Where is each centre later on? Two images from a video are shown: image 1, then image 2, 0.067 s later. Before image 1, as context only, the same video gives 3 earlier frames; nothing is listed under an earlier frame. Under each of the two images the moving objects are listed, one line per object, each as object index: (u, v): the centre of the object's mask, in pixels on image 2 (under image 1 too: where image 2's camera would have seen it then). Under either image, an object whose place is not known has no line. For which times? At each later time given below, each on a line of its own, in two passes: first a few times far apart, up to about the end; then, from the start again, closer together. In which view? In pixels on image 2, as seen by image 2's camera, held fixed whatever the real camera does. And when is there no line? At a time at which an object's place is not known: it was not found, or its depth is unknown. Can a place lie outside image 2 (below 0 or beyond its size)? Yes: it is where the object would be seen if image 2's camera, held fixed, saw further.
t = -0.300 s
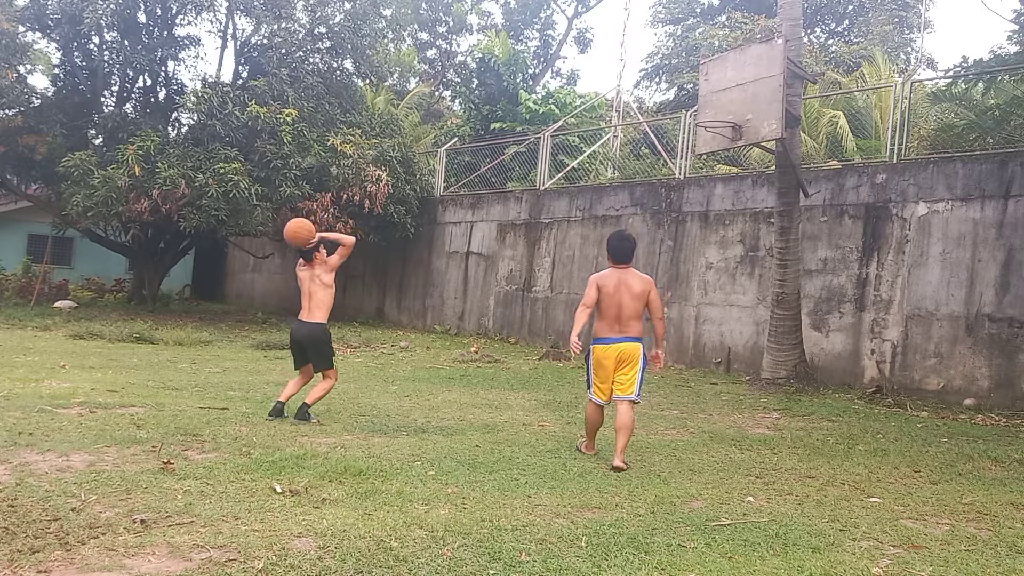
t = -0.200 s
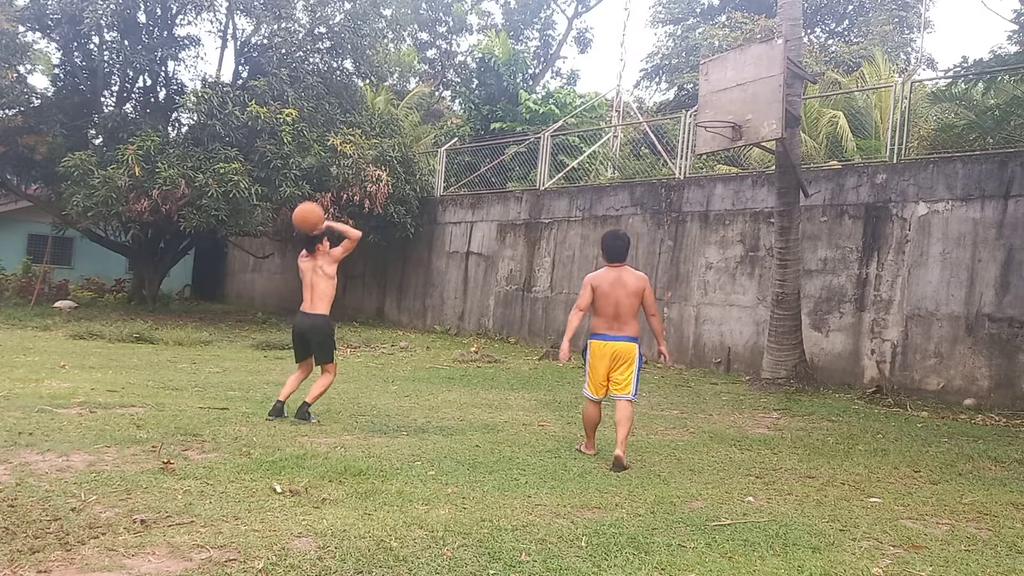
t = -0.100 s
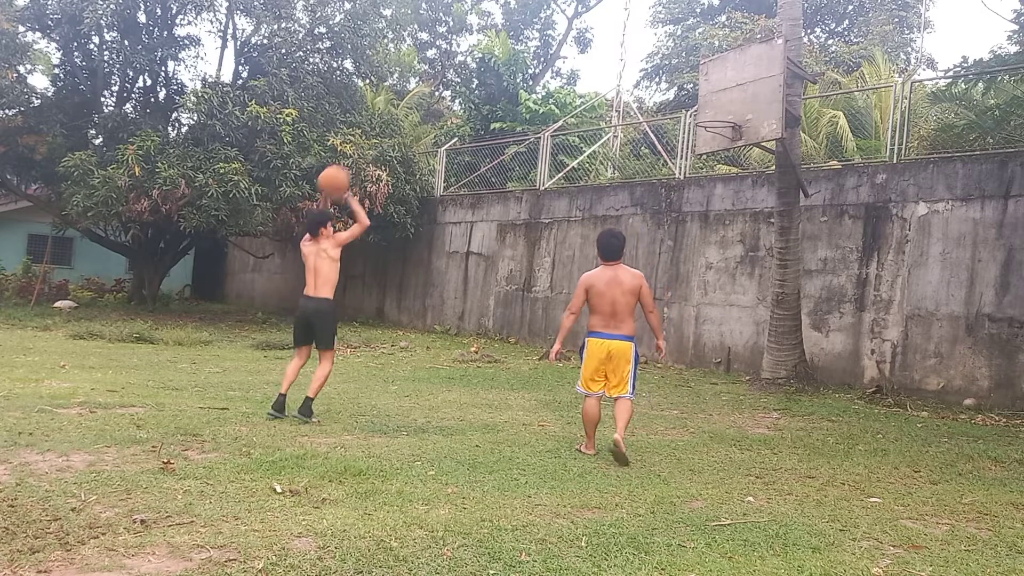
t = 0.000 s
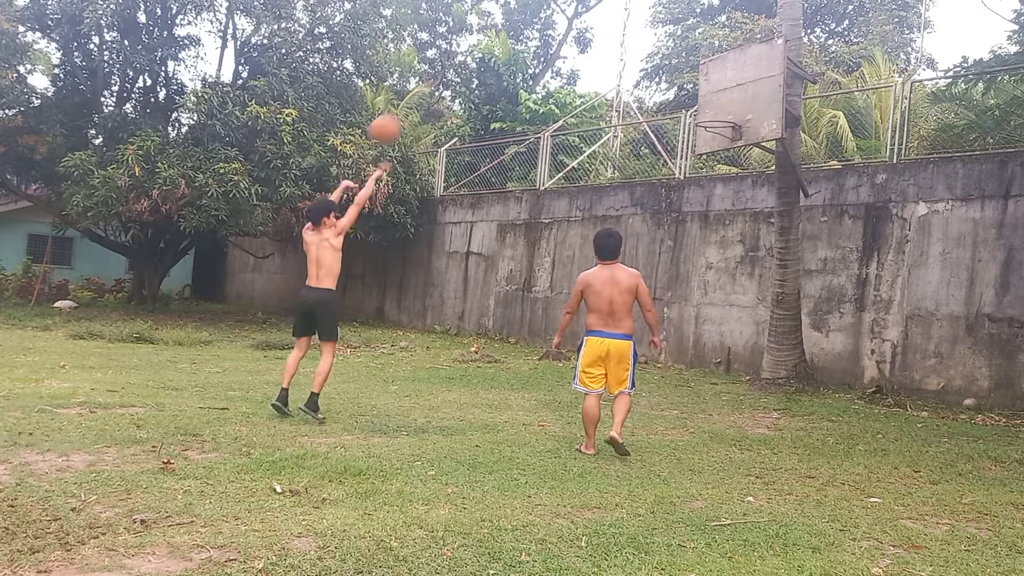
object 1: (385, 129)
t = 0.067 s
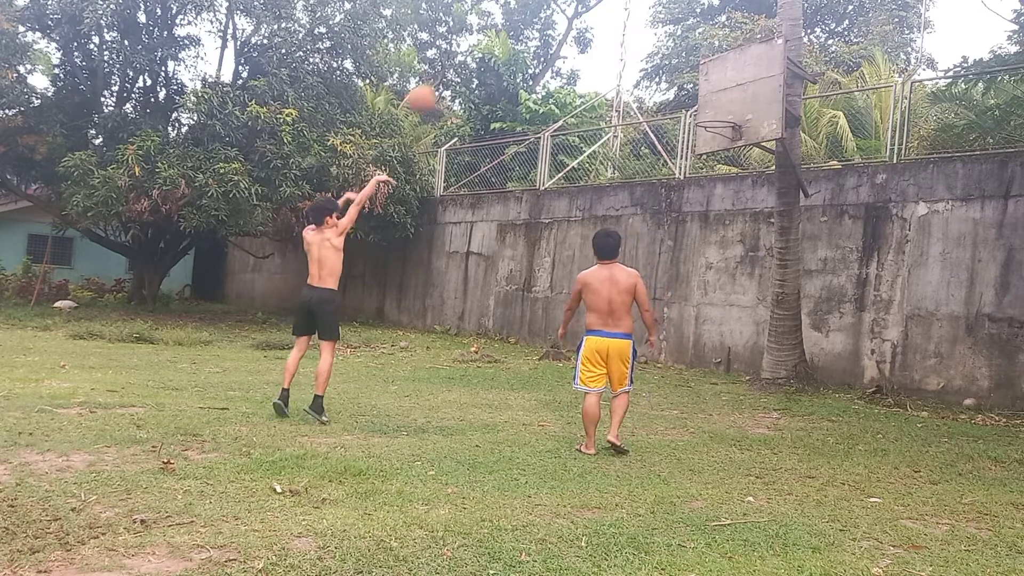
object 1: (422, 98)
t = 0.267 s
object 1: (516, 49)
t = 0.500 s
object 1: (608, 50)
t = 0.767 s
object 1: (690, 108)
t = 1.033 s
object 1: (638, 91)
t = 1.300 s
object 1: (573, 130)
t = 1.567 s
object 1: (500, 239)
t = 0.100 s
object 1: (439, 87)
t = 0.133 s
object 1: (455, 77)
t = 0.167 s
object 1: (472, 67)
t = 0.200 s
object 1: (488, 61)
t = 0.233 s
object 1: (503, 54)
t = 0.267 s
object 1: (516, 49)
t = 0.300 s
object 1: (532, 46)
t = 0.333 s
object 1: (546, 43)
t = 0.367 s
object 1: (558, 43)
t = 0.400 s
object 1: (572, 43)
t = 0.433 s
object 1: (584, 44)
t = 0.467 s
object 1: (595, 46)
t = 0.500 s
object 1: (608, 50)
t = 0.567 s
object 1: (630, 59)
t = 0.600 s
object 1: (642, 66)
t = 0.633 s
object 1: (653, 72)
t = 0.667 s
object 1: (662, 79)
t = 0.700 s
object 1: (673, 89)
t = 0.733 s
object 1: (683, 99)
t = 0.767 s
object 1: (690, 108)
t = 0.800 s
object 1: (690, 110)
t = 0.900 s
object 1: (670, 95)
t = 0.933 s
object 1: (661, 93)
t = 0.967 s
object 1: (654, 91)
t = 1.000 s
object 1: (646, 90)
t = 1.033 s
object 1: (638, 91)
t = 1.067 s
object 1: (631, 93)
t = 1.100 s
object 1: (622, 95)
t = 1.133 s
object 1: (614, 99)
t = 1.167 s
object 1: (606, 103)
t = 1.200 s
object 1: (598, 108)
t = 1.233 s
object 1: (590, 115)
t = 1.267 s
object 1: (581, 122)
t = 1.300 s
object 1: (573, 130)
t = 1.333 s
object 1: (563, 140)
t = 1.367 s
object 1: (556, 151)
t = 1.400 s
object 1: (546, 164)
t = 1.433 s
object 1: (536, 177)
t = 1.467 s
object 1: (527, 191)
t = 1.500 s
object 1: (519, 205)
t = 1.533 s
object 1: (509, 221)
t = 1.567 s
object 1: (500, 239)
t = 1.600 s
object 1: (490, 259)
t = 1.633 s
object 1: (481, 277)
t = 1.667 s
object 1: (471, 296)
